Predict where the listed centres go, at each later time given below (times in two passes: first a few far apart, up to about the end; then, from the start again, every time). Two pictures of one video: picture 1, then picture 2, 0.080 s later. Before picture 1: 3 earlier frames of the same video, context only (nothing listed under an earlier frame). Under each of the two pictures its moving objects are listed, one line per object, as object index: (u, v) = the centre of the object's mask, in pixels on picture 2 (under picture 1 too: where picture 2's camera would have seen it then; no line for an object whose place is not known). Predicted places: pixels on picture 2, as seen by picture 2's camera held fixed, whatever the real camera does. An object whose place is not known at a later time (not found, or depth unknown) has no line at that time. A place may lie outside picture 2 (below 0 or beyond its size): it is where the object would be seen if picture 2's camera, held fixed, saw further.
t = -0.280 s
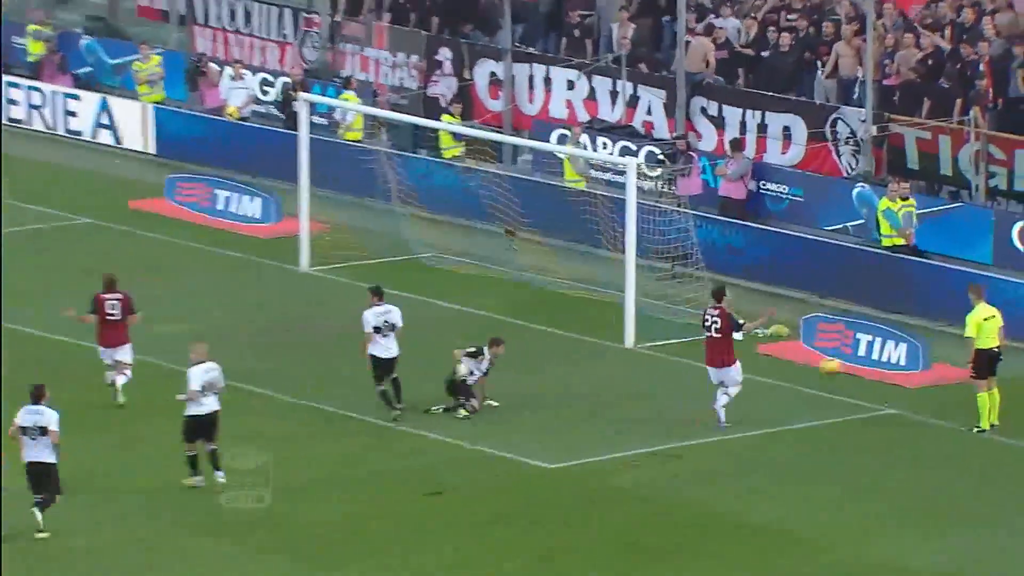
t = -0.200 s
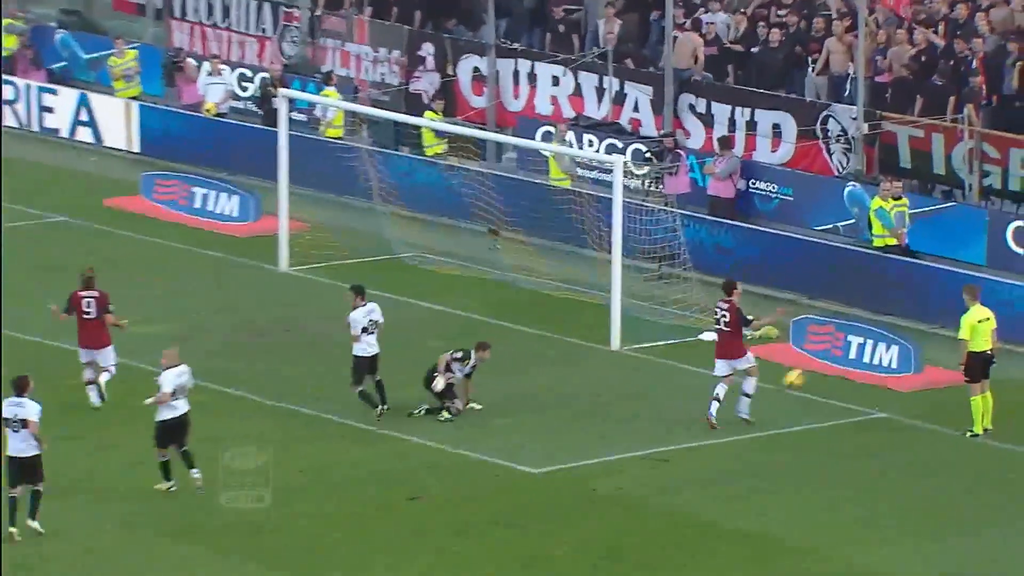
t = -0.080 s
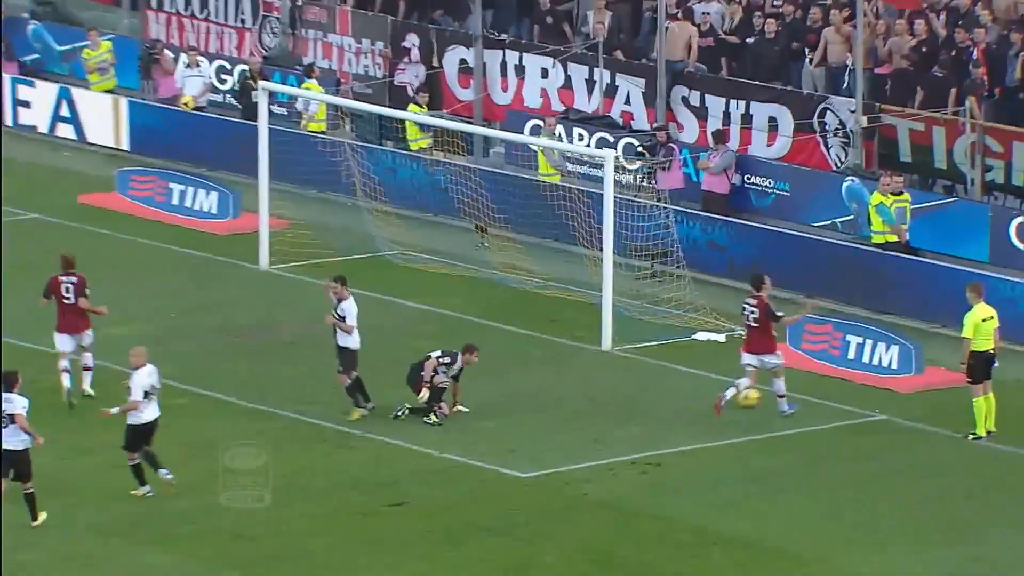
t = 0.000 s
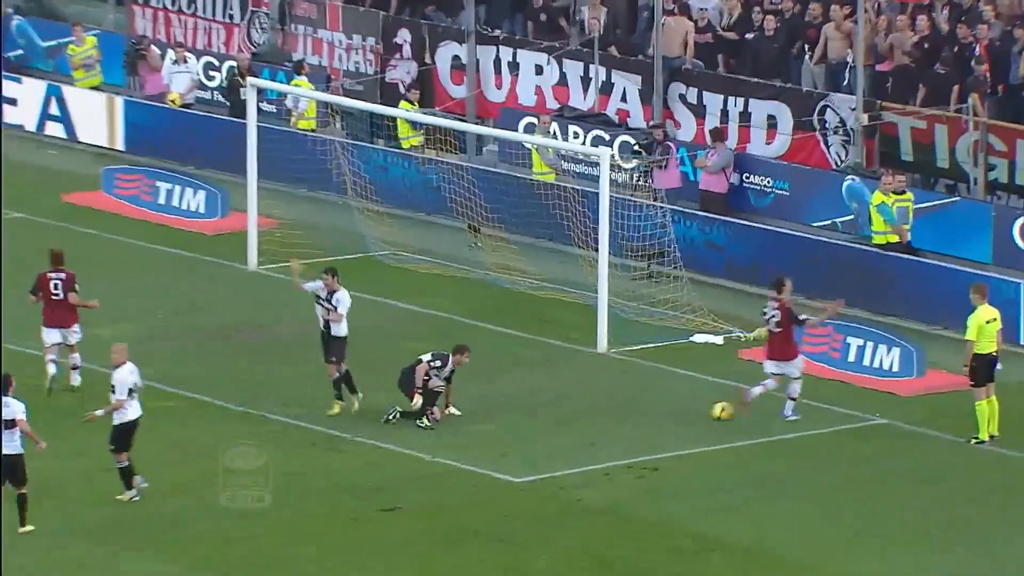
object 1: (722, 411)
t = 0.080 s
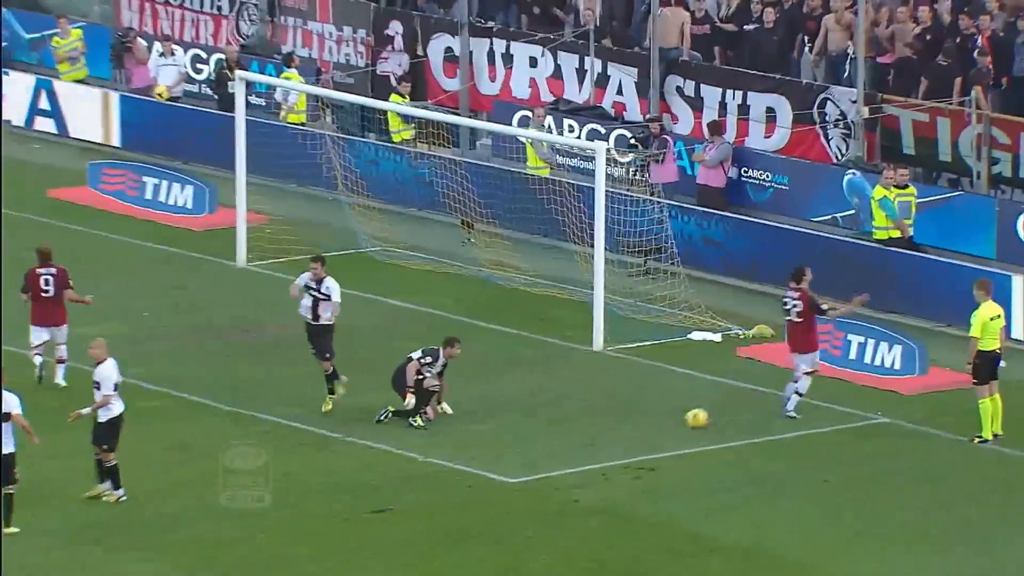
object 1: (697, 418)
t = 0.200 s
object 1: (663, 429)
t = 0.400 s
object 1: (613, 443)
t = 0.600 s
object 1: (572, 461)
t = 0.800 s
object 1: (531, 477)
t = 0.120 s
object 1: (685, 422)
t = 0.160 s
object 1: (673, 426)
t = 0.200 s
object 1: (663, 429)
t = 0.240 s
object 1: (651, 431)
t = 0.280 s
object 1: (641, 435)
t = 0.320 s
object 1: (631, 439)
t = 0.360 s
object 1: (622, 442)
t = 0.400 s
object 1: (613, 443)
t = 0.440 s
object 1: (605, 447)
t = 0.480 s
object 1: (597, 452)
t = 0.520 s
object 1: (588, 455)
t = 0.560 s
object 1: (579, 458)
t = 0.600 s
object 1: (572, 461)
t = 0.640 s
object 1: (565, 465)
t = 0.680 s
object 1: (556, 468)
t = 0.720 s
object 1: (547, 470)
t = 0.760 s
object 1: (539, 473)
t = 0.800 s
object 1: (531, 477)
